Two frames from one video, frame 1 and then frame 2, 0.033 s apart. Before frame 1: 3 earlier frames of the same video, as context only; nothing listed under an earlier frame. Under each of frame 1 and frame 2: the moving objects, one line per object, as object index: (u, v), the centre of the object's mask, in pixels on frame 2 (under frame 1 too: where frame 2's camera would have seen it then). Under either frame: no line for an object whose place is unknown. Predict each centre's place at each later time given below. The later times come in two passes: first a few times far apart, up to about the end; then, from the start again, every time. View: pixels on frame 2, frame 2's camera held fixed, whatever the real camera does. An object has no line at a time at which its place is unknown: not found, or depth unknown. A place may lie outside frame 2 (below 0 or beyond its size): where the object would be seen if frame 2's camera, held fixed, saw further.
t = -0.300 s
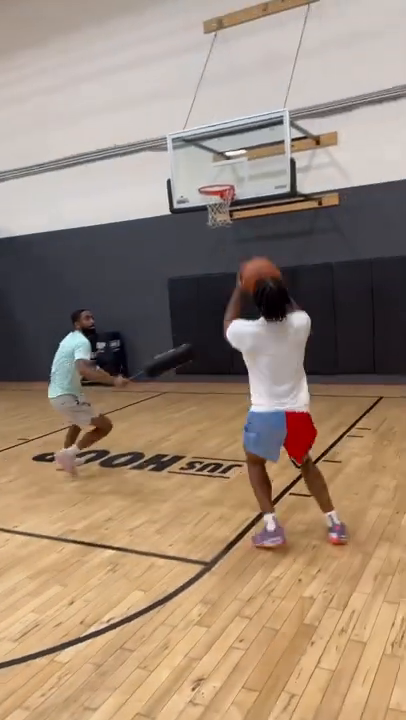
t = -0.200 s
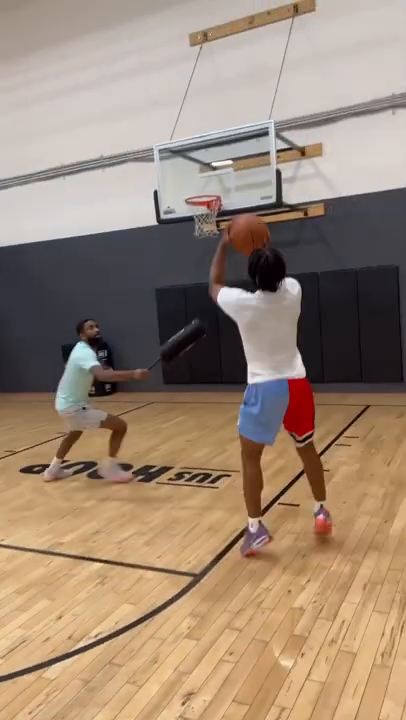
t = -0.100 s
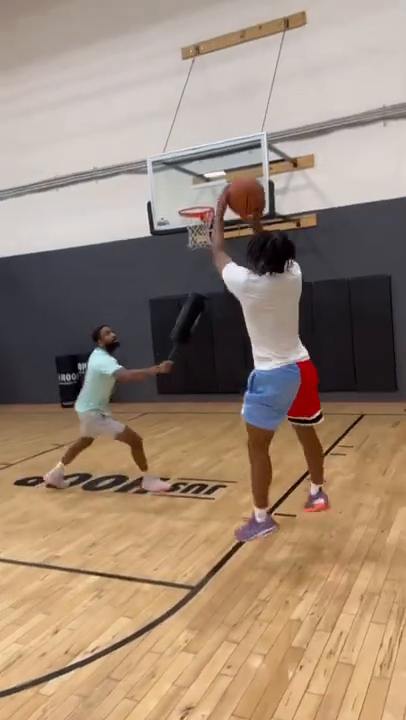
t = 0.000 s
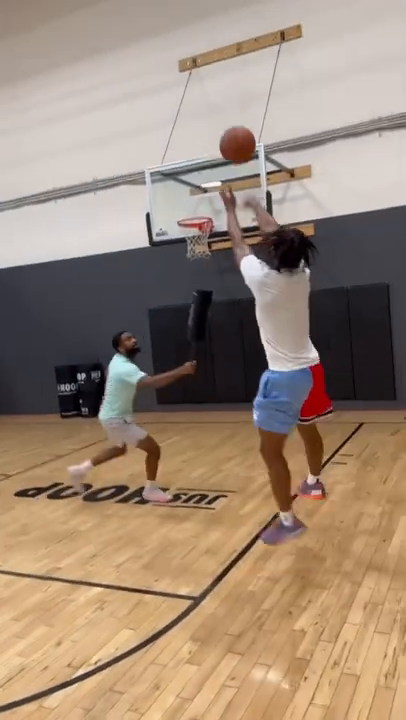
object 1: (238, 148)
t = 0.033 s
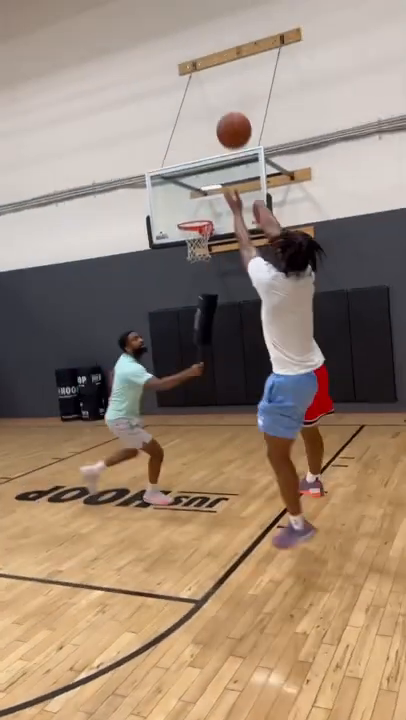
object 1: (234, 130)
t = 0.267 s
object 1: (215, 75)
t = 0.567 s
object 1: (204, 99)
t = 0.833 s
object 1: (202, 173)
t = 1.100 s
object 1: (187, 242)
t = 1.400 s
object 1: (184, 259)
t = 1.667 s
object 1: (191, 328)
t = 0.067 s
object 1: (230, 115)
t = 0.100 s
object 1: (227, 103)
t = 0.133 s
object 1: (224, 93)
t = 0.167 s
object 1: (221, 86)
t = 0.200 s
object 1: (219, 80)
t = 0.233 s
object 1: (217, 77)
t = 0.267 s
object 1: (215, 75)
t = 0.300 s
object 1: (213, 73)
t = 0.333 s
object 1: (212, 72)
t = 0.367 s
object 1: (210, 73)
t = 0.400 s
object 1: (208, 74)
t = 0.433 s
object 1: (207, 78)
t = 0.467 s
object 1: (206, 81)
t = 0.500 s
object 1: (205, 86)
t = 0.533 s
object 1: (205, 92)
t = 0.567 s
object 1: (204, 99)
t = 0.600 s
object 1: (204, 106)
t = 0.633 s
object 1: (204, 114)
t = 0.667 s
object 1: (203, 122)
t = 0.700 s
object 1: (203, 132)
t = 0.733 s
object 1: (203, 141)
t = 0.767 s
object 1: (202, 151)
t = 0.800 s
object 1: (202, 162)
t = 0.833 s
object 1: (202, 173)
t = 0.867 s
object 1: (204, 185)
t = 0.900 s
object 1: (204, 197)
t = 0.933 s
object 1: (204, 208)
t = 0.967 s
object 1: (203, 219)
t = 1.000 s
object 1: (203, 227)
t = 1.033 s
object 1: (196, 236)
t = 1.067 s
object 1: (191, 238)
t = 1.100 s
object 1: (187, 242)
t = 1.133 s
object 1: (184, 242)
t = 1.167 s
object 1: (183, 243)
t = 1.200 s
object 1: (182, 244)
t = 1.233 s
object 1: (182, 244)
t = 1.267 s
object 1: (183, 244)
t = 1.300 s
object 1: (181, 247)
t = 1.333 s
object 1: (183, 251)
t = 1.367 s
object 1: (183, 255)
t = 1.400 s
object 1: (184, 259)
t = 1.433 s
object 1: (186, 265)
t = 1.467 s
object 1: (185, 271)
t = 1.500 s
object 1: (186, 279)
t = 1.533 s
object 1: (187, 287)
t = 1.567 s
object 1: (188, 295)
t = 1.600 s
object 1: (188, 306)
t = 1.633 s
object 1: (189, 316)
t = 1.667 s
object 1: (191, 328)
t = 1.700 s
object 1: (192, 341)
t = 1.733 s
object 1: (193, 354)
